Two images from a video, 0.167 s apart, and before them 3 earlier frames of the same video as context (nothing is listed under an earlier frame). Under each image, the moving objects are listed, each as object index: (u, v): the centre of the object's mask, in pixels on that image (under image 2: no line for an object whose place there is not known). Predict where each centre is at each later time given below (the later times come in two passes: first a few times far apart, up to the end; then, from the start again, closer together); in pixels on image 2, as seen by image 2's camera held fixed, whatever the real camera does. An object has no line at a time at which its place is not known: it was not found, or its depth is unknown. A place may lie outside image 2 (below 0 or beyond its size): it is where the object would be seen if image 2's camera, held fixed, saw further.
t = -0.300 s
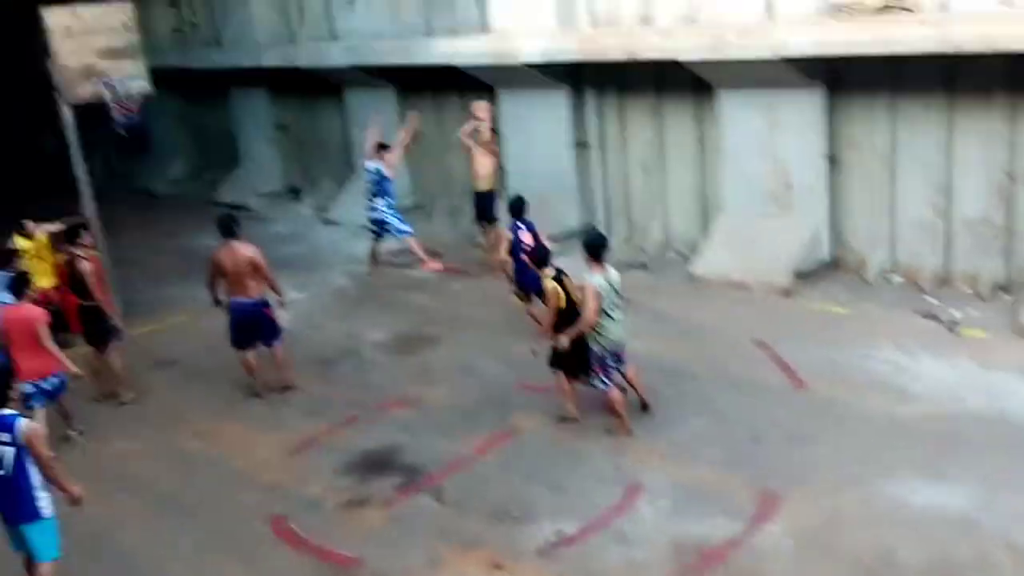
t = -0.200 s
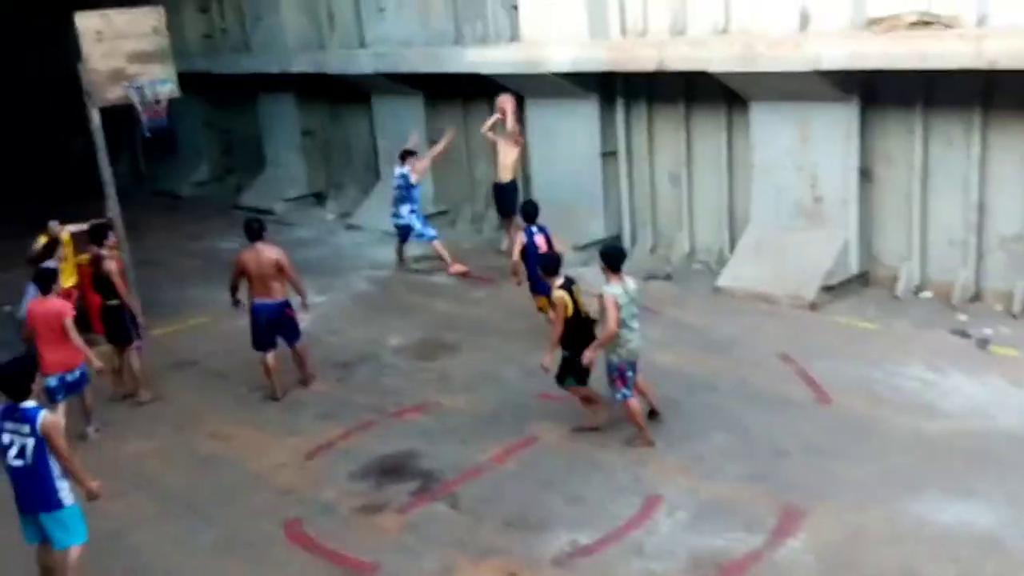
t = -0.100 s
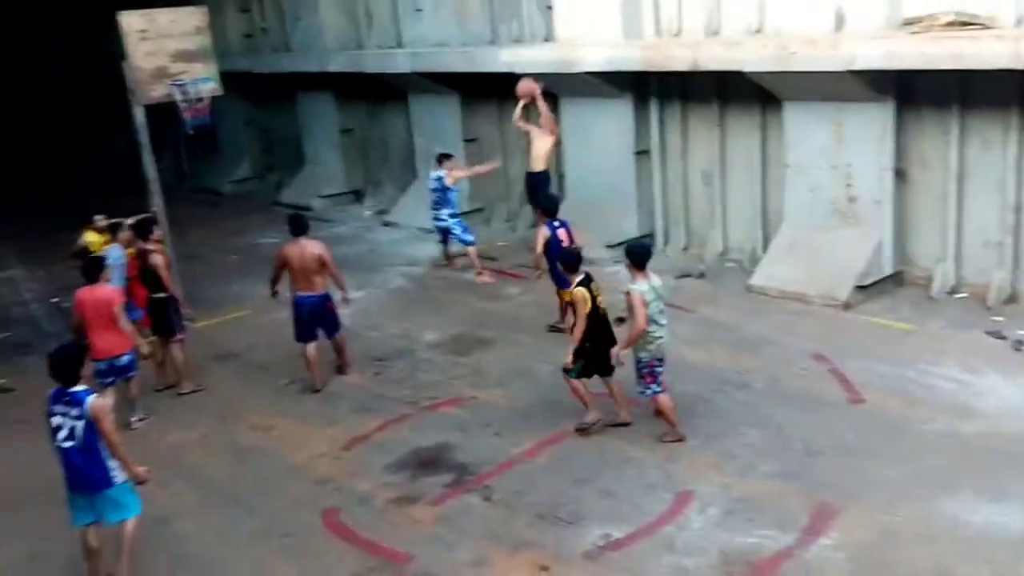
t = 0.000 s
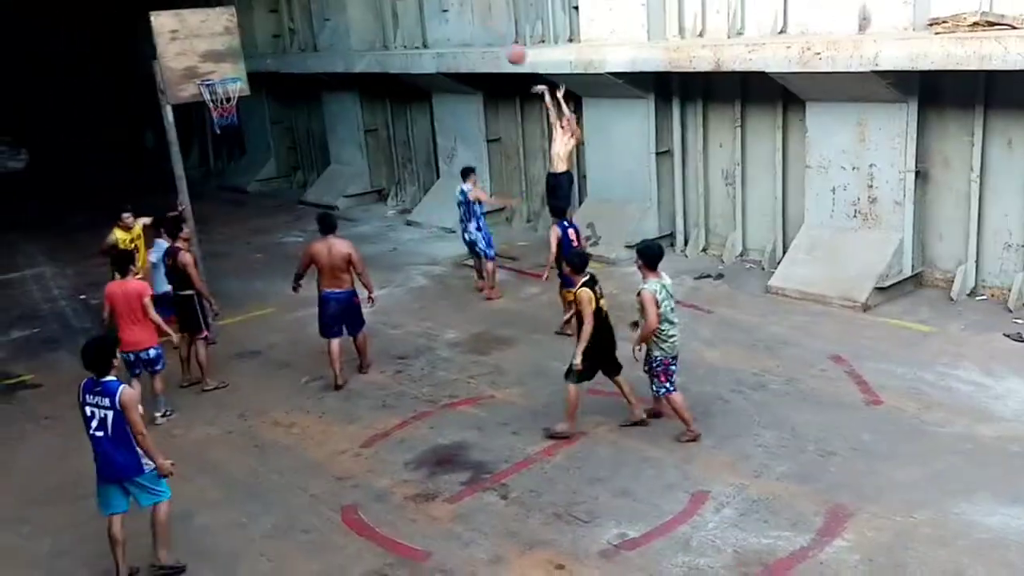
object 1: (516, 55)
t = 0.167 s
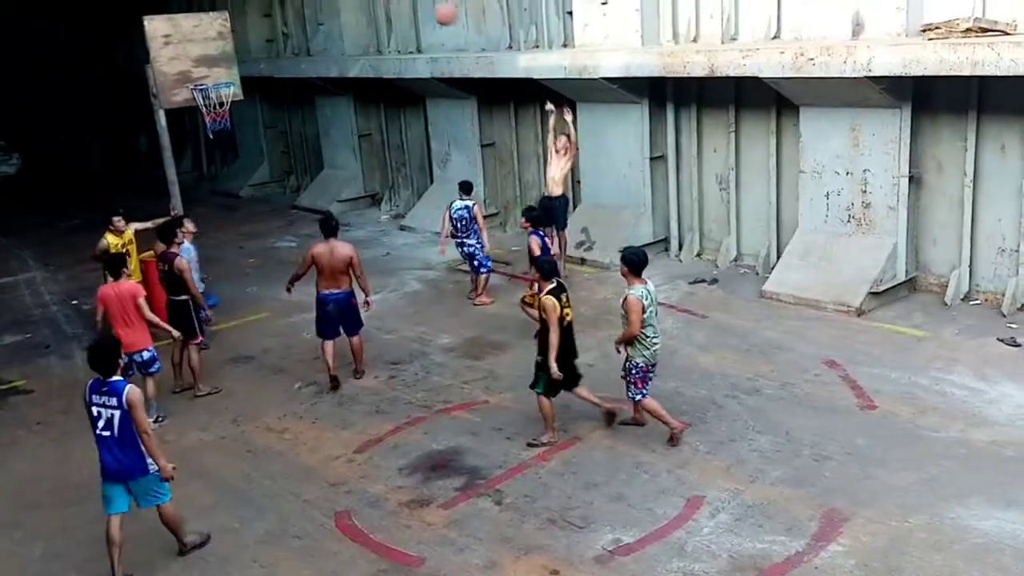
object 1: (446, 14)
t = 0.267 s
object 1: (406, 6)
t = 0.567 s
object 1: (287, 13)
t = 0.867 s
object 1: (181, 68)
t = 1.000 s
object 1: (153, 53)
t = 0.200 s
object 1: (433, 9)
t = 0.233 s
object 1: (419, 7)
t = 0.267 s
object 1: (406, 6)
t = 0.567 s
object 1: (287, 13)
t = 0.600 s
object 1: (273, 16)
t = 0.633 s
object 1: (259, 21)
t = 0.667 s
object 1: (246, 26)
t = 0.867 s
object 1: (181, 68)
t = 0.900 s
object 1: (174, 63)
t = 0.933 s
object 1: (167, 60)
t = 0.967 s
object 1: (160, 55)
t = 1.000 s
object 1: (153, 53)
